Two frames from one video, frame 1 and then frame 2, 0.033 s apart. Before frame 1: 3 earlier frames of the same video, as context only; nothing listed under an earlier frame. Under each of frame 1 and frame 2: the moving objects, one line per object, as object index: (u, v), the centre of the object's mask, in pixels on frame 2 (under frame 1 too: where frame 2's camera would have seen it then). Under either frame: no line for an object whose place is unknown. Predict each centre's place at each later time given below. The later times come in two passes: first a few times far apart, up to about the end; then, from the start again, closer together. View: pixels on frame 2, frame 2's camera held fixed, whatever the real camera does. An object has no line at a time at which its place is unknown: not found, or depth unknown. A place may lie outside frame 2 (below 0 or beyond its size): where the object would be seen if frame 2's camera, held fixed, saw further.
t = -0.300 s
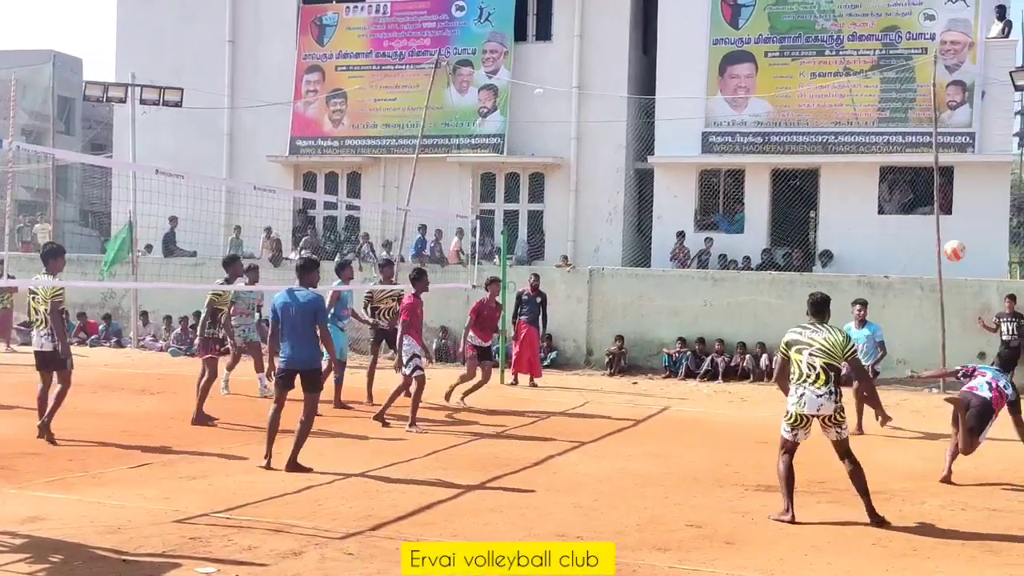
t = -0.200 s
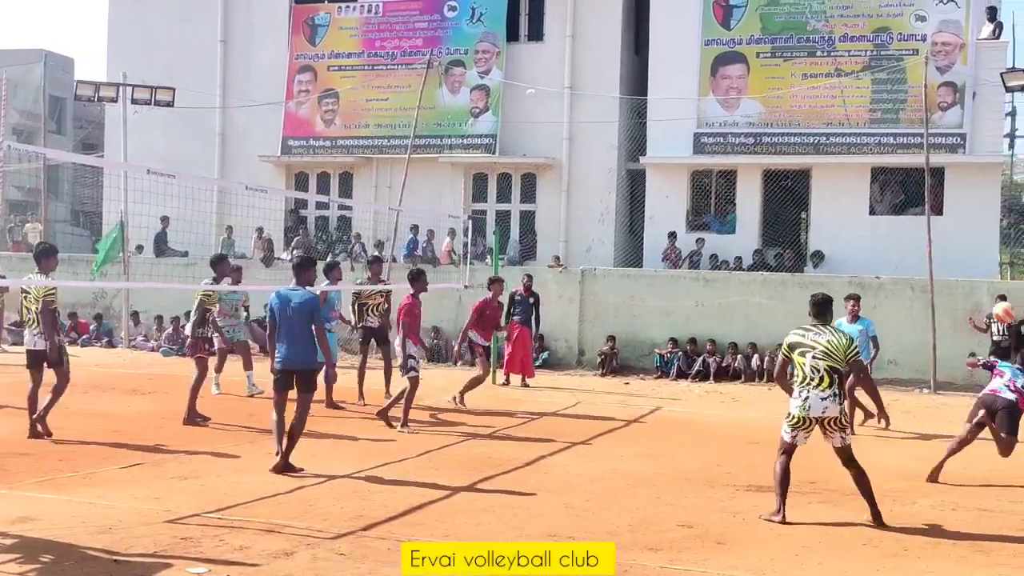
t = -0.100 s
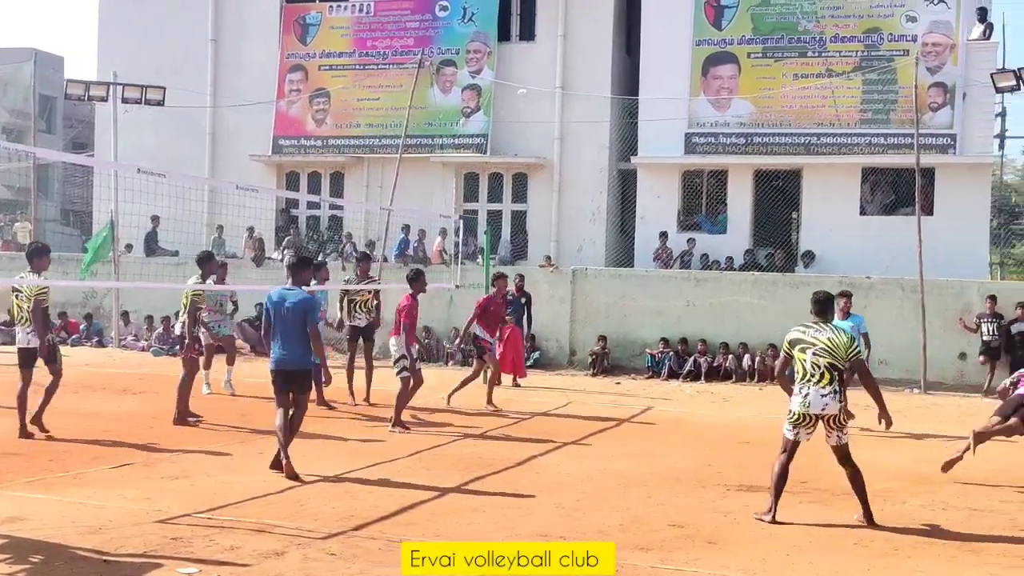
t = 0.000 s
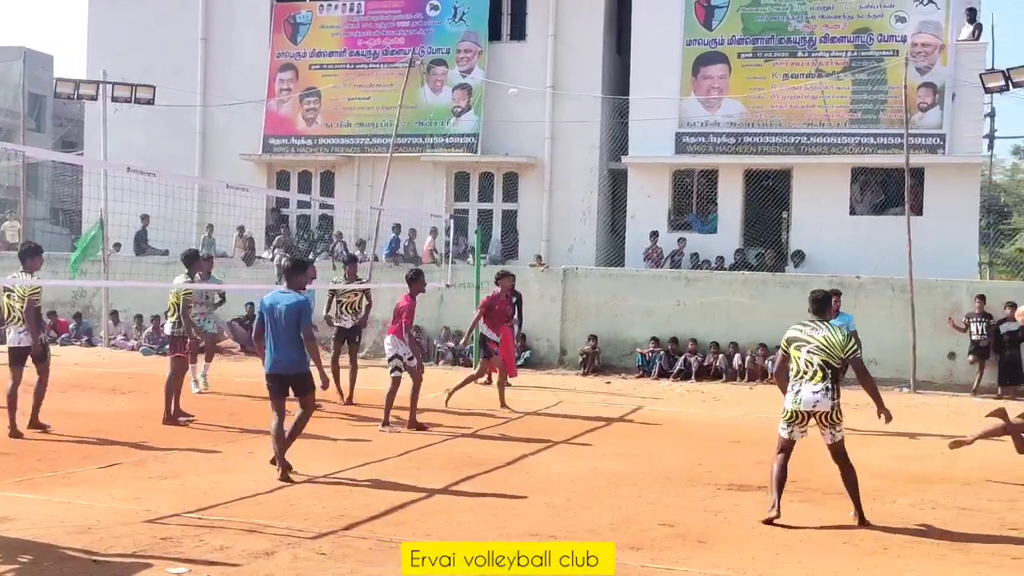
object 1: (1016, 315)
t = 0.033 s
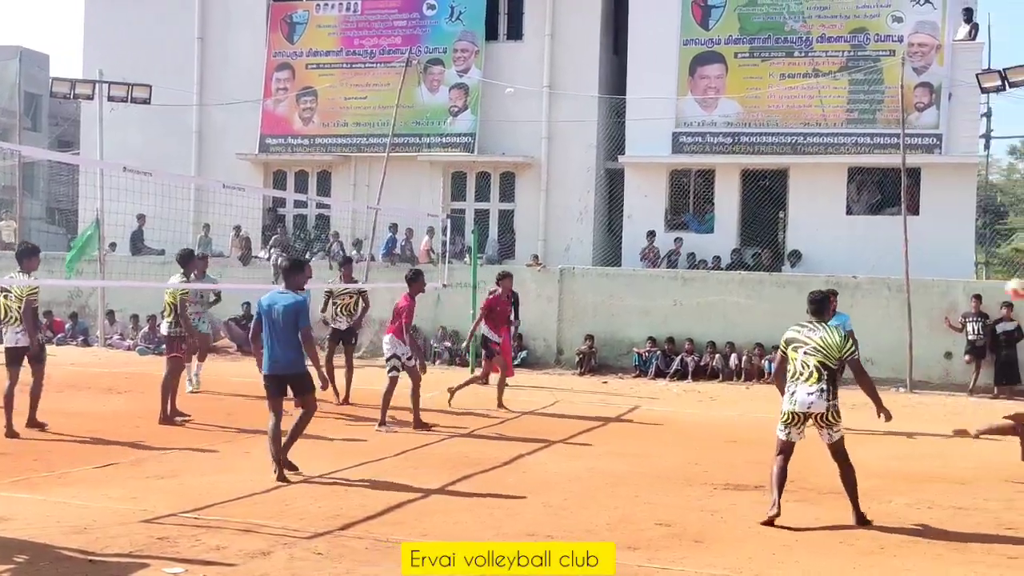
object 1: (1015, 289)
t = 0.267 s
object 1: (971, 144)
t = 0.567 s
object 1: (910, 41)
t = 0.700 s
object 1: (886, 22)
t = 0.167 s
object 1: (990, 199)
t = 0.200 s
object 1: (984, 180)
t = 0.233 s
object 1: (977, 161)
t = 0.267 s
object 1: (971, 144)
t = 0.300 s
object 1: (965, 127)
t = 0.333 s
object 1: (959, 112)
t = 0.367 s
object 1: (951, 98)
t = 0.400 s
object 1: (946, 86)
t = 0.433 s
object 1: (939, 75)
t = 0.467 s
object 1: (931, 64)
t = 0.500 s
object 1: (924, 54)
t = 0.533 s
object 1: (918, 46)
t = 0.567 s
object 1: (910, 41)
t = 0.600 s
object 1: (905, 33)
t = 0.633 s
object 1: (901, 27)
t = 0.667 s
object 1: (894, 23)
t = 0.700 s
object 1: (886, 22)
